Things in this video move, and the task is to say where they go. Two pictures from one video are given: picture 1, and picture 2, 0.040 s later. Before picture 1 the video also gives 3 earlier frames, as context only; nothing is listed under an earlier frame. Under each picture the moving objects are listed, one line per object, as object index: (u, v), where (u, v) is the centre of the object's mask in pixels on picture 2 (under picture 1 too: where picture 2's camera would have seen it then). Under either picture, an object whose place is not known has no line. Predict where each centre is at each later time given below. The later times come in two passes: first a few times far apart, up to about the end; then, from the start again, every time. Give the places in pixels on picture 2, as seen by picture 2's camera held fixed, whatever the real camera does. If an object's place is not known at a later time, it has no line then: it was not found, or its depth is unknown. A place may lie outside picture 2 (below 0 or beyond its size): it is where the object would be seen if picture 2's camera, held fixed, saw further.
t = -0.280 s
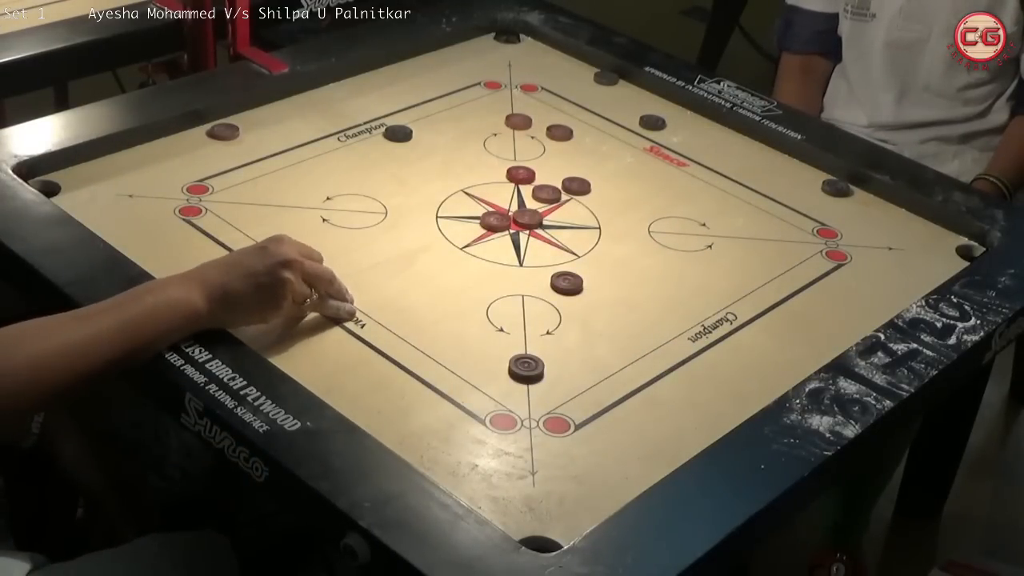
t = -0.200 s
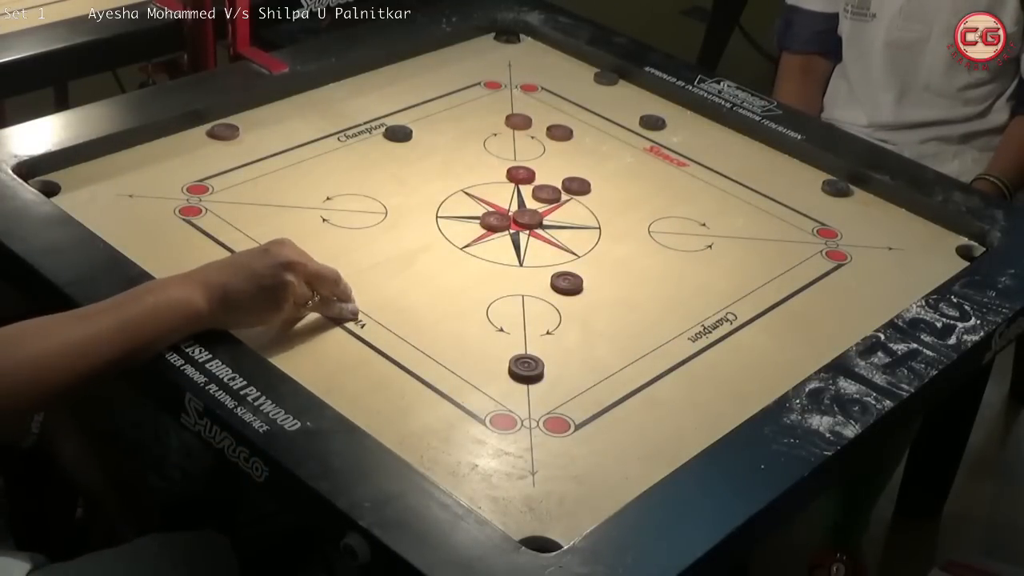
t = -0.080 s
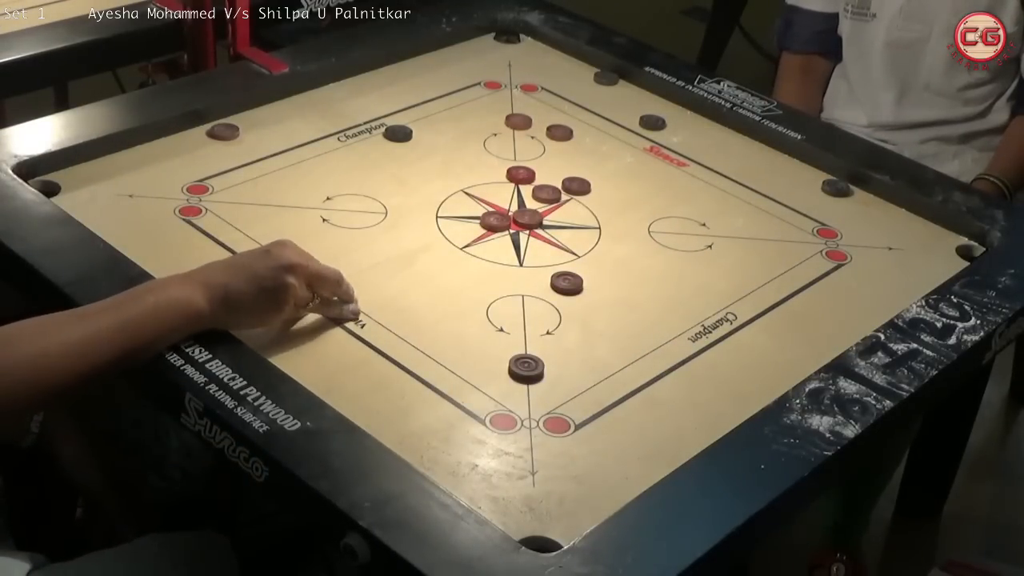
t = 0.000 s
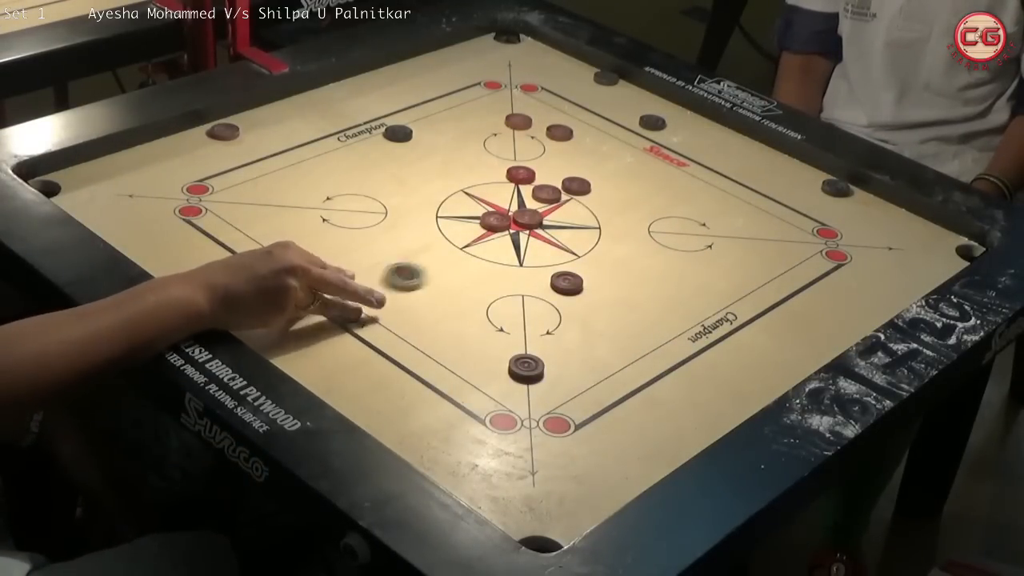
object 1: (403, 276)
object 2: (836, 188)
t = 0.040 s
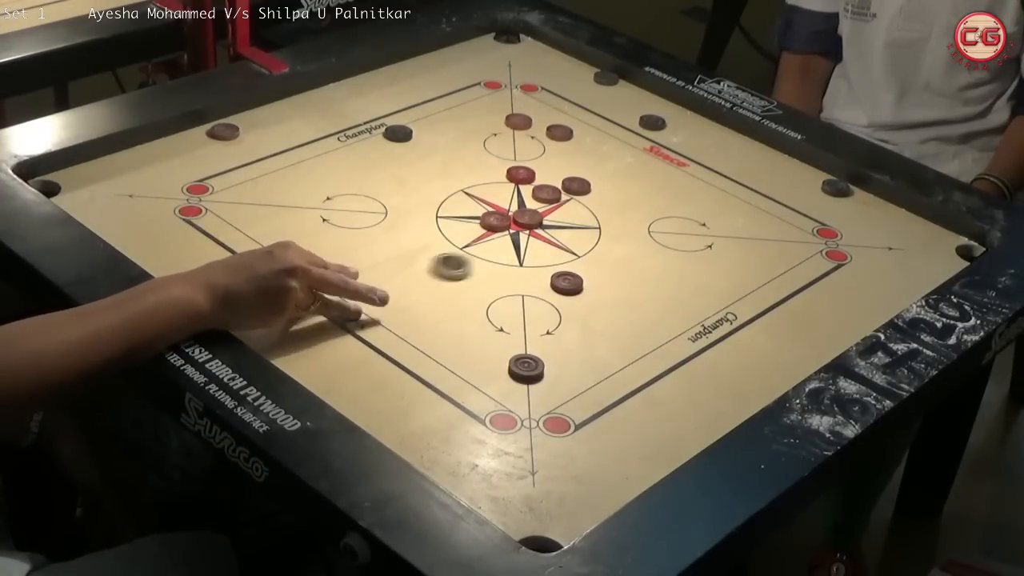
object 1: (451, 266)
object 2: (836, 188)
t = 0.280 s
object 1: (673, 219)
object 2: (836, 188)
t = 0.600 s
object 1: (810, 192)
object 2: (861, 204)
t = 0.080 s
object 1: (494, 257)
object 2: (836, 188)
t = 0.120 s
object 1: (535, 249)
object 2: (836, 188)
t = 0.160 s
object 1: (573, 240)
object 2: (836, 188)
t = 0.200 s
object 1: (609, 232)
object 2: (836, 188)
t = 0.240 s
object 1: (642, 226)
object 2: (836, 188)
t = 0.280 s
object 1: (673, 219)
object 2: (836, 188)
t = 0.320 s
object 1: (702, 213)
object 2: (836, 188)
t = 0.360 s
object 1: (730, 208)
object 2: (836, 188)
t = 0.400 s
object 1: (755, 203)
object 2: (836, 188)
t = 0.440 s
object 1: (778, 199)
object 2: (836, 188)
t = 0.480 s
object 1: (799, 194)
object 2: (836, 188)
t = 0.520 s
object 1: (814, 191)
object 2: (844, 187)
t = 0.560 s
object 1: (813, 191)
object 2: (854, 195)
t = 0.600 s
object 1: (810, 192)
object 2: (861, 204)
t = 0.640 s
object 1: (808, 192)
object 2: (867, 212)
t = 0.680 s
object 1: (807, 192)
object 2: (873, 219)
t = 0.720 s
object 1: (807, 192)
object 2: (878, 225)
